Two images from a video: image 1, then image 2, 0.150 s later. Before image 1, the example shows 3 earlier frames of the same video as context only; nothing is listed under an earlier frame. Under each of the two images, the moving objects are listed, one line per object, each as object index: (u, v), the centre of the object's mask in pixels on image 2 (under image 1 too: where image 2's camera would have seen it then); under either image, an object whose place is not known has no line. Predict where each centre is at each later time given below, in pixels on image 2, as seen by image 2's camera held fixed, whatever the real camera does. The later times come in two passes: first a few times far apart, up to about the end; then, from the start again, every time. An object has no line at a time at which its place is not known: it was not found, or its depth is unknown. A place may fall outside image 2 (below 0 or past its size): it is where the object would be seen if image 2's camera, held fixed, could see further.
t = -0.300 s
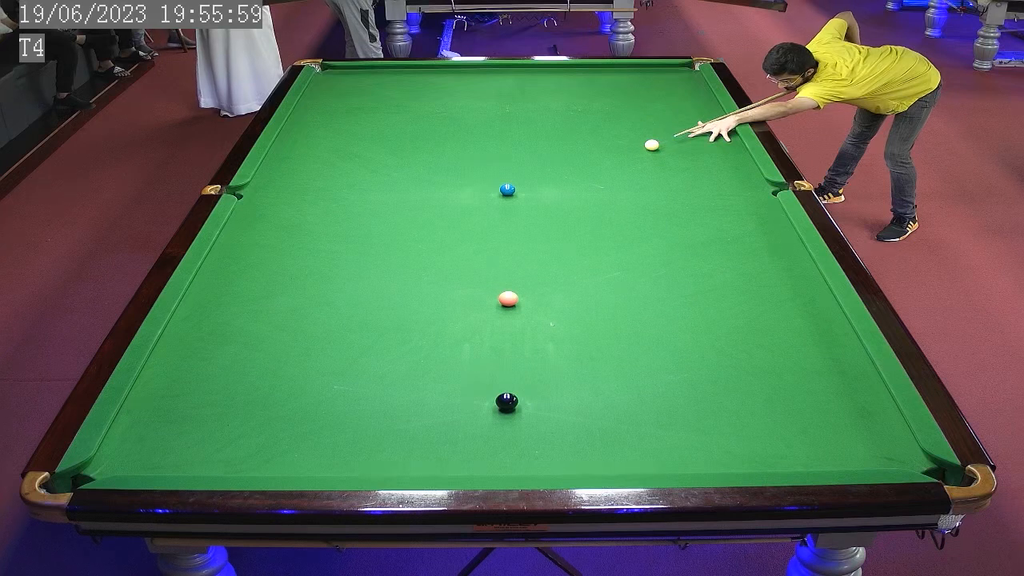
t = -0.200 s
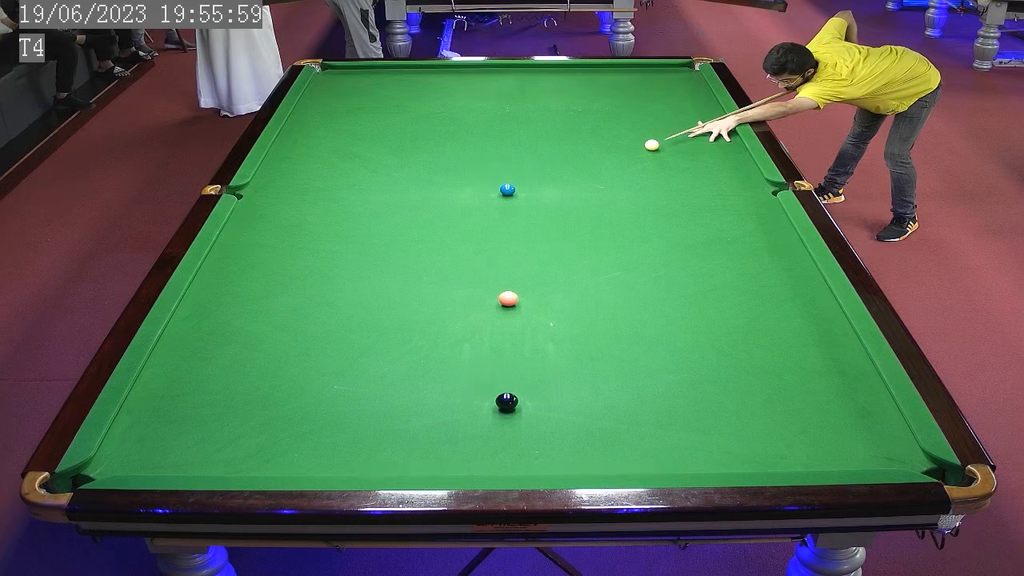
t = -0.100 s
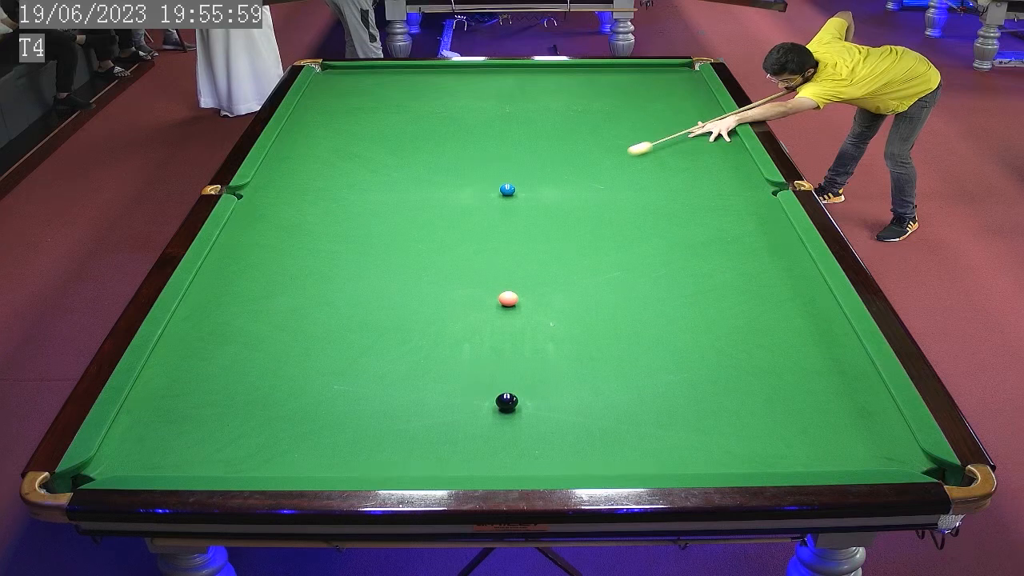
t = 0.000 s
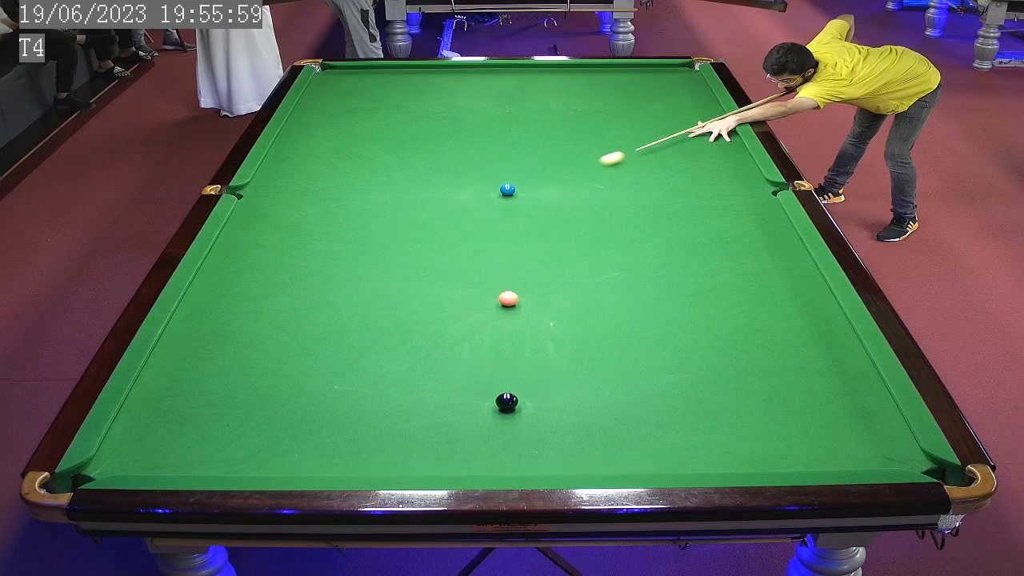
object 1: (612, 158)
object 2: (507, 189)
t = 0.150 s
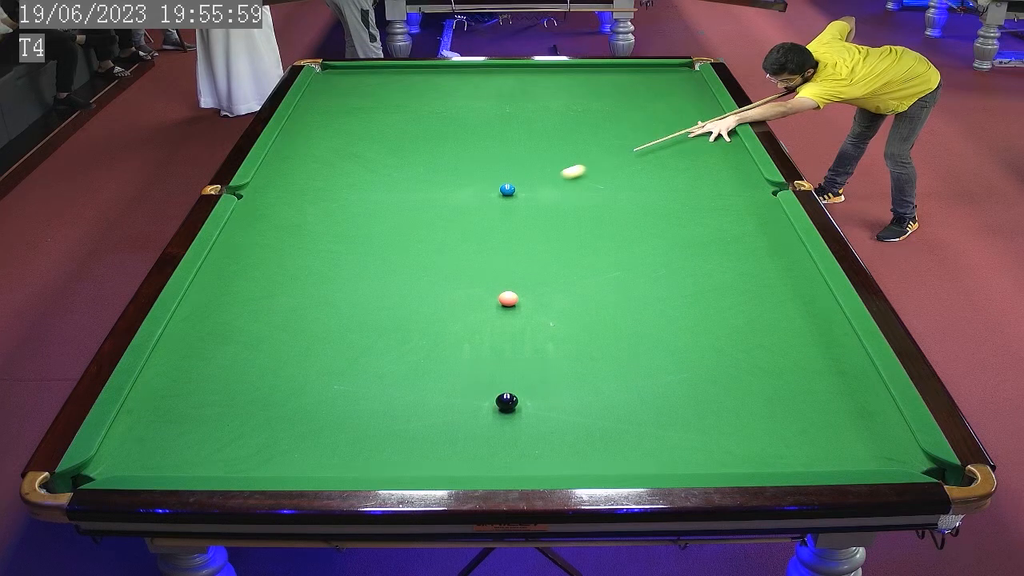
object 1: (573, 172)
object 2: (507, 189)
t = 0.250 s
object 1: (547, 181)
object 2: (507, 189)
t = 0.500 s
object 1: (513, 205)
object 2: (474, 190)
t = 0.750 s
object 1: (491, 231)
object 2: (431, 190)
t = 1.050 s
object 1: (462, 266)
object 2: (382, 191)
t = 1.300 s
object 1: (436, 298)
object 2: (342, 191)
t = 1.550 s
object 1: (407, 333)
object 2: (304, 192)
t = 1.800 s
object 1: (375, 373)
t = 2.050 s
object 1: (340, 416)
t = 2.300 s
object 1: (301, 464)
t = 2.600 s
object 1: (290, 431)
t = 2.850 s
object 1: (284, 401)
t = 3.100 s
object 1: (280, 375)
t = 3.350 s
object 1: (275, 352)
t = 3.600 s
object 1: (272, 331)
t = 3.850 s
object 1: (268, 313)
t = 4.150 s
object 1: (265, 293)
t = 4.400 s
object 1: (263, 279)
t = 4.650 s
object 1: (261, 266)
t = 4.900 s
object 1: (259, 254)
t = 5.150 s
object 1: (257, 244)
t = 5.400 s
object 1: (255, 234)
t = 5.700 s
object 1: (253, 224)
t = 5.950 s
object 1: (252, 217)
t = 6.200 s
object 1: (251, 211)
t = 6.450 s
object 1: (250, 205)
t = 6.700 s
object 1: (250, 200)
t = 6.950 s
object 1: (249, 196)
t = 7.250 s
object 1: (248, 192)
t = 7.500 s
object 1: (247, 189)
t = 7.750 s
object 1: (247, 187)
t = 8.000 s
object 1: (250, 187)
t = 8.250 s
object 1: (252, 187)
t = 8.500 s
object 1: (252, 187)
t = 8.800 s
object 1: (251, 187)
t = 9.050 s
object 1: (251, 187)
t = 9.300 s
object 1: (251, 187)
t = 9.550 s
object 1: (251, 187)
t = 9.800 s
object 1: (251, 187)
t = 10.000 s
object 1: (251, 187)
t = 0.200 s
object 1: (560, 176)
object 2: (507, 189)
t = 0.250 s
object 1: (547, 181)
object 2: (507, 189)
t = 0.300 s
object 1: (533, 185)
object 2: (507, 189)
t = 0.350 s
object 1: (523, 190)
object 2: (503, 189)
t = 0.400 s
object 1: (520, 195)
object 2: (493, 189)
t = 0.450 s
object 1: (517, 200)
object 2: (483, 189)
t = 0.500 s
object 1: (513, 205)
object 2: (474, 190)
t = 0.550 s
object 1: (509, 210)
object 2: (465, 190)
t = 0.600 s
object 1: (504, 215)
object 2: (456, 190)
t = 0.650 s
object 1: (500, 220)
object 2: (448, 190)
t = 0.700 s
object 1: (496, 226)
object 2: (439, 190)
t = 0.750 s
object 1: (491, 231)
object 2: (431, 190)
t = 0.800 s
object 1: (487, 237)
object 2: (423, 190)
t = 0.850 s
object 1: (482, 242)
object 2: (414, 190)
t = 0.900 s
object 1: (477, 248)
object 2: (406, 191)
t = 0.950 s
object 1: (472, 254)
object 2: (398, 191)
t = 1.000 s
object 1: (467, 260)
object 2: (389, 191)
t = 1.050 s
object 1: (462, 266)
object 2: (382, 191)
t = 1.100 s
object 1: (457, 272)
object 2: (374, 191)
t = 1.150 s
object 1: (452, 278)
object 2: (366, 191)
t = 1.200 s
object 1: (447, 285)
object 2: (358, 191)
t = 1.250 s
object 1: (442, 291)
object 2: (350, 191)
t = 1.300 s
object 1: (436, 298)
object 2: (342, 191)
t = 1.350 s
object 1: (431, 305)
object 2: (334, 191)
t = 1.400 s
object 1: (425, 312)
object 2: (327, 191)
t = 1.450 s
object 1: (419, 319)
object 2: (319, 192)
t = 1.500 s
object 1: (413, 326)
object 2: (312, 192)
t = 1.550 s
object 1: (407, 333)
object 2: (304, 192)
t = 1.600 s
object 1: (401, 341)
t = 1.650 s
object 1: (395, 348)
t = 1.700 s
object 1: (388, 356)
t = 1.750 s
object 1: (382, 364)
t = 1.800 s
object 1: (375, 373)
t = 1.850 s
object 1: (369, 381)
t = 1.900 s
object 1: (361, 389)
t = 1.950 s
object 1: (354, 398)
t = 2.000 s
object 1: (347, 407)
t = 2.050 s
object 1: (340, 416)
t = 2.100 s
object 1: (333, 425)
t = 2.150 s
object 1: (325, 435)
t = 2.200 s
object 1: (317, 445)
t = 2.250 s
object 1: (309, 455)
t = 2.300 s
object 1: (301, 464)
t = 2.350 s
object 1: (296, 464)
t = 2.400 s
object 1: (295, 458)
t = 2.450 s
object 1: (294, 451)
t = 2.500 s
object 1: (292, 444)
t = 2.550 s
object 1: (291, 437)
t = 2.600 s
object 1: (290, 431)
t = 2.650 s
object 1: (289, 425)
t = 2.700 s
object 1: (288, 419)
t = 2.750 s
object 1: (287, 413)
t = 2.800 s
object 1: (285, 407)
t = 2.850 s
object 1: (284, 401)
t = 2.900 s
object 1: (283, 396)
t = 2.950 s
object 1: (282, 391)
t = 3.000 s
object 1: (281, 385)
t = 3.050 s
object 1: (280, 380)
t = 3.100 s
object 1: (280, 375)
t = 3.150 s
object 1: (279, 370)
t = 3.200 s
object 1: (278, 366)
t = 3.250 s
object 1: (277, 361)
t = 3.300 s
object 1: (276, 356)
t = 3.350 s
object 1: (275, 352)
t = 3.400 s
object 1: (275, 347)
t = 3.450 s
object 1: (274, 343)
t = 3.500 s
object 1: (273, 339)
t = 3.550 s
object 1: (272, 335)
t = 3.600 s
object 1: (272, 331)
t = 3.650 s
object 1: (271, 327)
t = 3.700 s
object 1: (270, 323)
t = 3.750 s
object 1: (270, 320)
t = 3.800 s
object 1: (269, 316)
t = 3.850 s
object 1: (268, 313)
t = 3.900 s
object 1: (268, 309)
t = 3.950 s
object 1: (267, 306)
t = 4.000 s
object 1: (267, 302)
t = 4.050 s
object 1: (266, 299)
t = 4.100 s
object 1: (266, 296)
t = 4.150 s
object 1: (265, 293)
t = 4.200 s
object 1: (265, 290)
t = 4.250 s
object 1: (264, 287)
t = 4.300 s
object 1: (264, 284)
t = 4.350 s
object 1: (263, 281)
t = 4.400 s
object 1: (263, 279)
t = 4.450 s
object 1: (262, 276)
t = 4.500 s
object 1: (262, 273)
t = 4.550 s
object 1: (262, 271)
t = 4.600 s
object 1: (261, 268)
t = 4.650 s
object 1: (261, 266)
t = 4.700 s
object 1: (260, 263)
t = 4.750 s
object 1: (260, 261)
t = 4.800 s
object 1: (260, 259)
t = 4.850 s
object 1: (259, 256)
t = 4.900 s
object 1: (259, 254)
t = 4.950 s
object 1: (258, 252)
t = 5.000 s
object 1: (258, 250)
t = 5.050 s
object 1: (258, 248)
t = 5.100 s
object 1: (257, 246)
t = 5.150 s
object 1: (257, 244)
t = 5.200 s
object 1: (256, 242)
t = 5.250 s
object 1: (256, 240)
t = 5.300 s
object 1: (256, 238)
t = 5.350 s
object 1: (256, 236)
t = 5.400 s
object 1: (255, 234)
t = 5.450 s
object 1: (255, 233)
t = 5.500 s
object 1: (254, 231)
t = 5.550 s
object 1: (254, 229)
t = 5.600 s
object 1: (254, 228)
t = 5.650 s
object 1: (254, 226)
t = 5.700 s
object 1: (253, 224)
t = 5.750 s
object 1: (253, 223)
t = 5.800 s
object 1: (253, 222)
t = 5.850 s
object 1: (252, 220)
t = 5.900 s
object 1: (252, 219)
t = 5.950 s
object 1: (252, 217)
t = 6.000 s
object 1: (251, 216)
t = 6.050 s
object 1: (251, 215)
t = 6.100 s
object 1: (251, 214)
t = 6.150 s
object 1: (251, 212)
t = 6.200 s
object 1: (251, 211)
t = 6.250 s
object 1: (250, 210)
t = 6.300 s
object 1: (251, 209)
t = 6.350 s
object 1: (251, 207)
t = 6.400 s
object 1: (250, 207)
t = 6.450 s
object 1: (250, 205)
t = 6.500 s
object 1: (250, 204)
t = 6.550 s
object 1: (250, 203)
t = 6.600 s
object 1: (250, 202)
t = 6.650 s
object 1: (250, 201)
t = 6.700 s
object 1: (250, 200)
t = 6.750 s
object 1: (250, 199)
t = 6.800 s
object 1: (249, 199)
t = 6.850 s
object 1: (249, 198)
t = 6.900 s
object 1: (249, 197)
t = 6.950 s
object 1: (249, 196)
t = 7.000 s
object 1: (249, 195)
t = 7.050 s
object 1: (249, 194)
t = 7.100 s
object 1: (248, 194)
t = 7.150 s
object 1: (248, 193)
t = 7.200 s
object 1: (248, 193)
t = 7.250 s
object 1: (248, 192)
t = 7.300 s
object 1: (248, 191)
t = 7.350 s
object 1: (248, 190)
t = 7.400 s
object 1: (248, 190)
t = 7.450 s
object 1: (248, 189)
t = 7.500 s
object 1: (247, 189)
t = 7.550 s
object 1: (247, 188)
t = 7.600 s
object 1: (247, 188)
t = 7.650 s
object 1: (247, 188)
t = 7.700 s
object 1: (247, 187)
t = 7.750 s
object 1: (247, 187)
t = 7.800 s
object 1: (248, 187)
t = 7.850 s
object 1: (248, 187)
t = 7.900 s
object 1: (249, 187)
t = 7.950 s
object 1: (249, 187)
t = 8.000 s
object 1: (250, 187)
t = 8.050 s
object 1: (250, 187)
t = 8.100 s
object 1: (251, 187)
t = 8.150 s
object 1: (251, 187)
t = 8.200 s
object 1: (252, 187)
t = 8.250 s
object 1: (252, 187)
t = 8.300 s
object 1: (252, 187)
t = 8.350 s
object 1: (252, 187)
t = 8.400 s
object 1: (252, 187)
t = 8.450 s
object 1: (252, 187)
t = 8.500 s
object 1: (252, 187)
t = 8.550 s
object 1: (251, 187)
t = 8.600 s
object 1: (251, 187)
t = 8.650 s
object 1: (251, 187)
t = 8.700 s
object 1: (251, 187)
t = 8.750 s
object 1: (251, 187)
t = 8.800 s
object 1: (251, 187)
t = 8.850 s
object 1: (251, 187)
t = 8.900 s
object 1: (251, 187)
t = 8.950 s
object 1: (251, 187)
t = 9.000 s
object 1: (251, 187)
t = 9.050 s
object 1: (251, 187)
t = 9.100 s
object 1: (251, 187)
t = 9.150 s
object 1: (251, 187)
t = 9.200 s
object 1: (251, 187)
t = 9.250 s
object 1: (251, 187)
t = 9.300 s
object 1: (251, 187)
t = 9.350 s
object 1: (251, 187)
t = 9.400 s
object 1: (251, 187)
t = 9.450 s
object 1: (251, 187)
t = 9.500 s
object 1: (251, 187)
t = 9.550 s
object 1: (251, 187)
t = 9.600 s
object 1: (251, 187)
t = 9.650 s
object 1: (251, 187)
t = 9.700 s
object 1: (251, 187)
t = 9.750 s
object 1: (251, 187)
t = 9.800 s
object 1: (251, 187)
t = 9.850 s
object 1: (251, 187)
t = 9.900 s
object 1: (251, 187)
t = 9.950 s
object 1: (251, 187)
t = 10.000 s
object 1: (251, 187)
